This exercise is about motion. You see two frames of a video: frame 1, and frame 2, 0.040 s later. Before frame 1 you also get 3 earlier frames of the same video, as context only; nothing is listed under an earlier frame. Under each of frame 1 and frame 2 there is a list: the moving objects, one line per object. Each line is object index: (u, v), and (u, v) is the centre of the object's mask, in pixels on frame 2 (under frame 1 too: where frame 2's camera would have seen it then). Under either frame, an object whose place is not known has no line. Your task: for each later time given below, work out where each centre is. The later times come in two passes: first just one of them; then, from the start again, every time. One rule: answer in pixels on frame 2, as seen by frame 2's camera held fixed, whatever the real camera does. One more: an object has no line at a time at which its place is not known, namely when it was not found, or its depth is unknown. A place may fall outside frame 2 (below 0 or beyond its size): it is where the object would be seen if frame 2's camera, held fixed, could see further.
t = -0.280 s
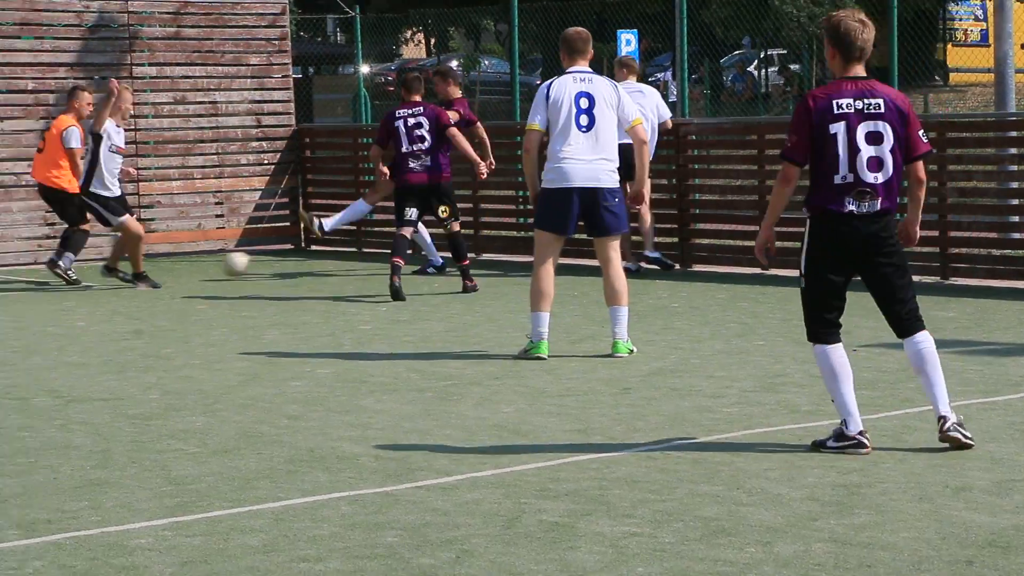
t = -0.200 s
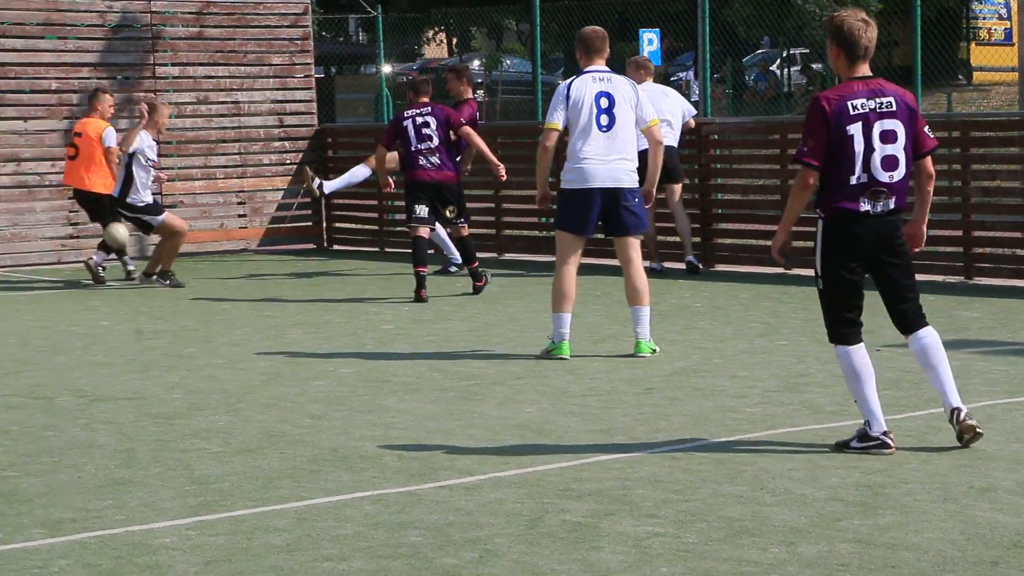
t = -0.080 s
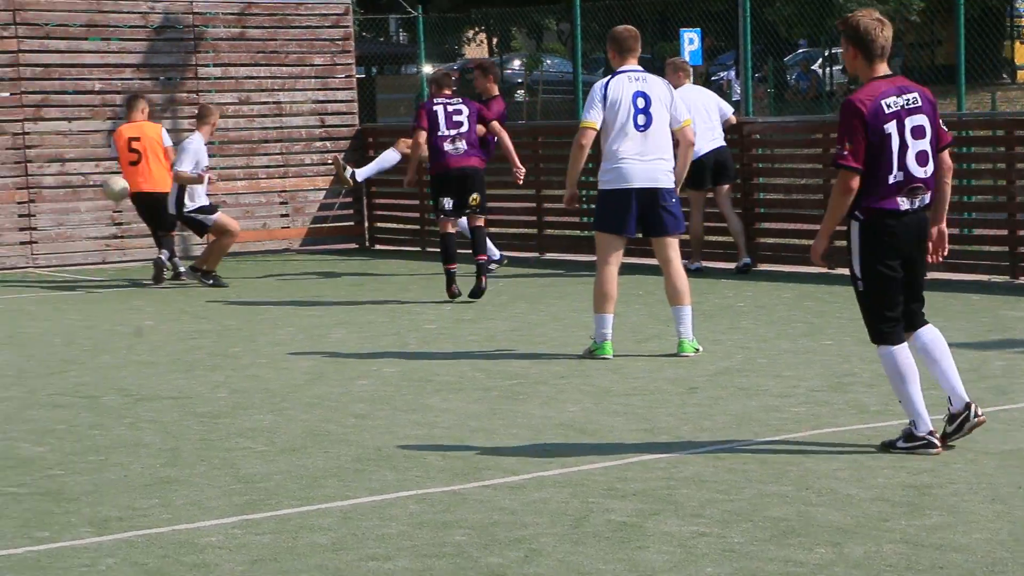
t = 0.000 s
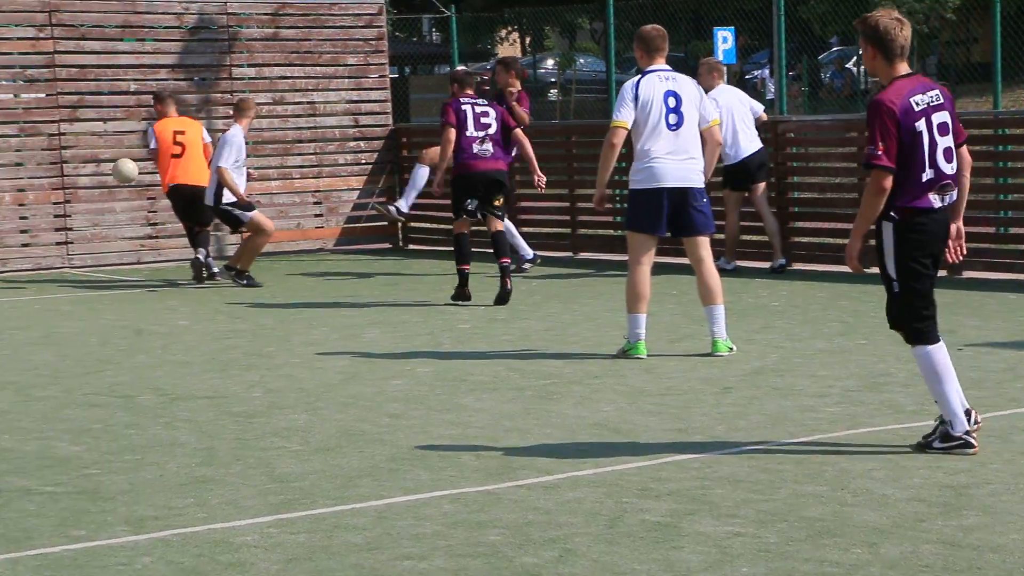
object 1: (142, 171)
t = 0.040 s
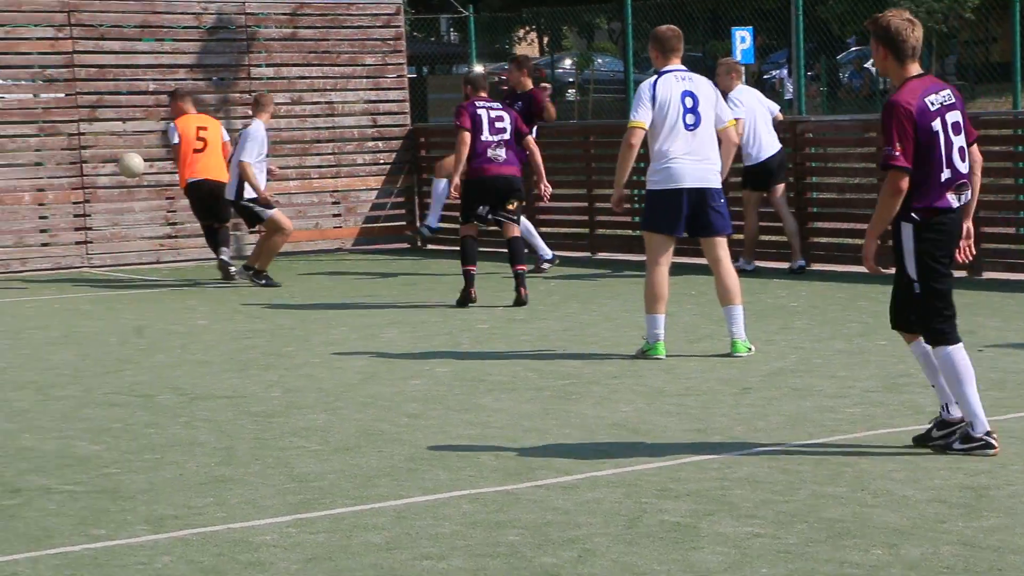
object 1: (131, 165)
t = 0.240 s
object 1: (70, 159)
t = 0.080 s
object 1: (119, 160)
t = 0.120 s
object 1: (108, 157)
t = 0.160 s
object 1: (96, 155)
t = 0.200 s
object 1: (83, 156)
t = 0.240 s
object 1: (70, 159)
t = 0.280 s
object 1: (59, 164)
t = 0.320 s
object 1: (47, 170)
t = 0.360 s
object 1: (34, 179)
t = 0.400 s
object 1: (21, 190)
